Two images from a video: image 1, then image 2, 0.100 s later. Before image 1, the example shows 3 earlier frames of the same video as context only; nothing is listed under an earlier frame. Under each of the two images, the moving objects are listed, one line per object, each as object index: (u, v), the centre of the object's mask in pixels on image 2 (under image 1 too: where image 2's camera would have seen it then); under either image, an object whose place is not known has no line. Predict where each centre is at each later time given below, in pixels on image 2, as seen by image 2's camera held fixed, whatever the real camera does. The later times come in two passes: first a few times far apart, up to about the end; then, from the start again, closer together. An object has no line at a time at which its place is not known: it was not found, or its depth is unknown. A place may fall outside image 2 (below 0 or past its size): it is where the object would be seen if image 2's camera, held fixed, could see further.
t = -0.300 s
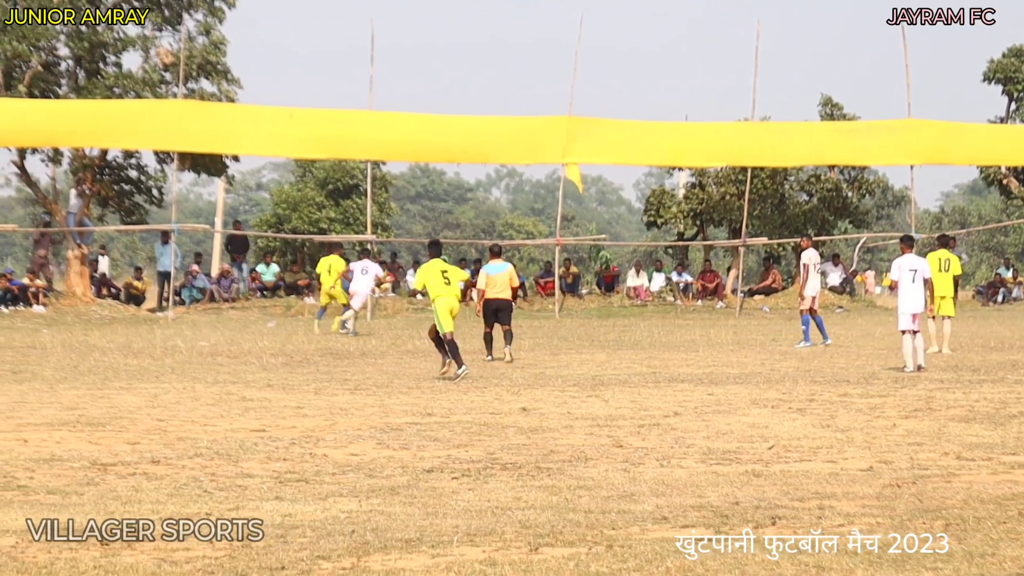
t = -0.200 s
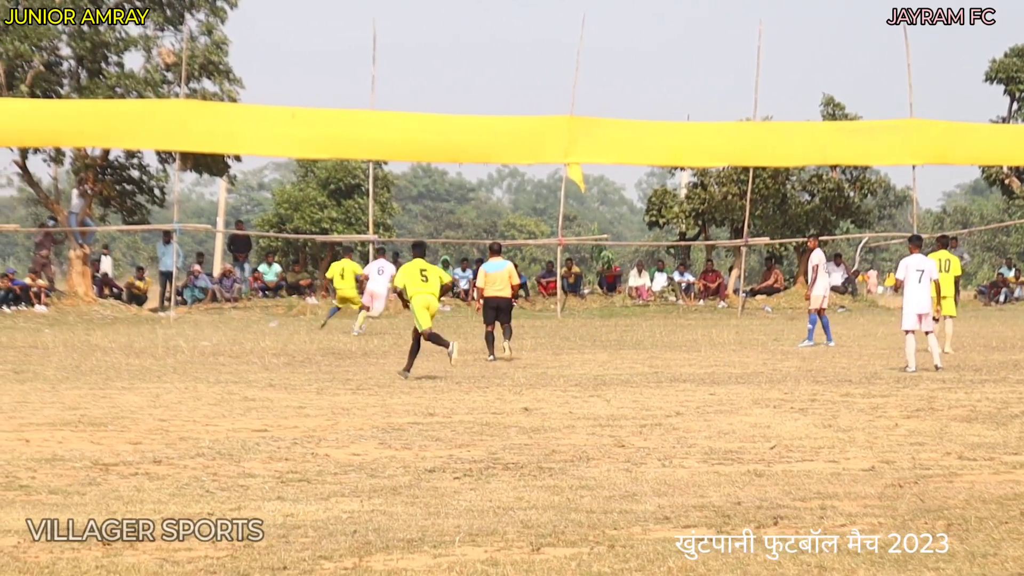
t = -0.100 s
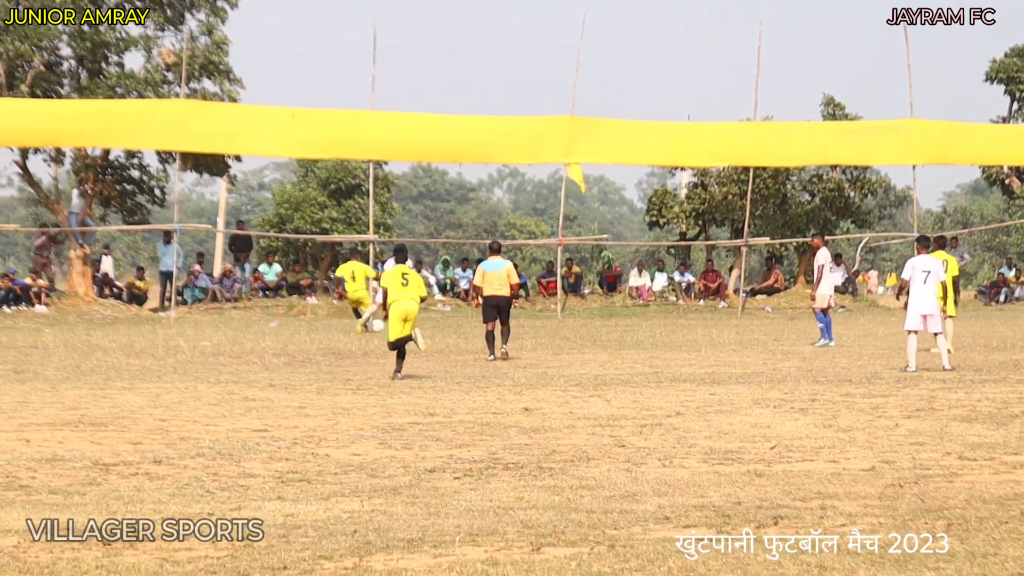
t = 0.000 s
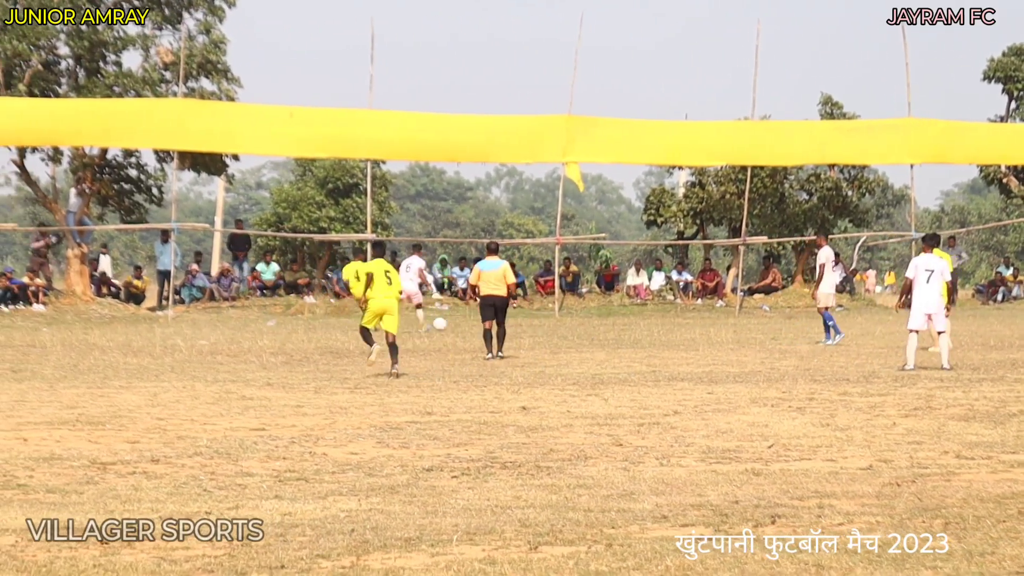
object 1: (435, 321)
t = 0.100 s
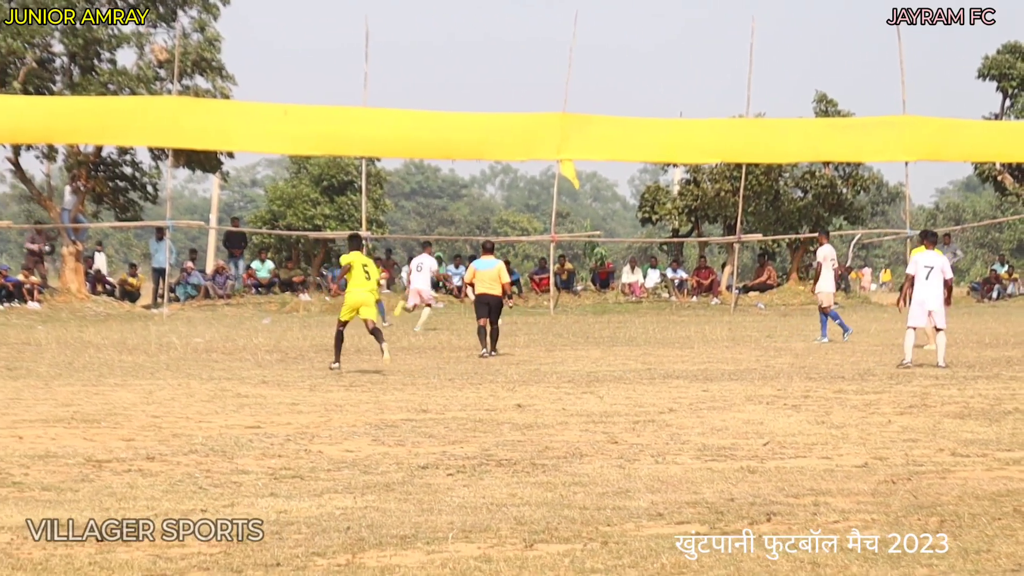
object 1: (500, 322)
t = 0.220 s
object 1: (560, 318)
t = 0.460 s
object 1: (672, 315)
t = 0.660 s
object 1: (750, 317)
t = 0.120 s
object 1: (507, 321)
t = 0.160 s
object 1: (528, 321)
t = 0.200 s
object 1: (549, 319)
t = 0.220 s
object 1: (560, 318)
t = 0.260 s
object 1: (580, 318)
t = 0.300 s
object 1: (601, 319)
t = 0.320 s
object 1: (611, 320)
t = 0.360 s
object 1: (631, 321)
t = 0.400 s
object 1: (648, 318)
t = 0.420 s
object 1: (656, 317)
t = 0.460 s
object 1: (672, 315)
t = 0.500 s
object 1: (689, 315)
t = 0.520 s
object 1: (697, 315)
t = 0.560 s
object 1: (713, 315)
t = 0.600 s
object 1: (729, 317)
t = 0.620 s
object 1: (737, 318)
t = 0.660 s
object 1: (750, 317)
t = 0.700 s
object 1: (762, 310)
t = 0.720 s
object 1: (769, 308)
